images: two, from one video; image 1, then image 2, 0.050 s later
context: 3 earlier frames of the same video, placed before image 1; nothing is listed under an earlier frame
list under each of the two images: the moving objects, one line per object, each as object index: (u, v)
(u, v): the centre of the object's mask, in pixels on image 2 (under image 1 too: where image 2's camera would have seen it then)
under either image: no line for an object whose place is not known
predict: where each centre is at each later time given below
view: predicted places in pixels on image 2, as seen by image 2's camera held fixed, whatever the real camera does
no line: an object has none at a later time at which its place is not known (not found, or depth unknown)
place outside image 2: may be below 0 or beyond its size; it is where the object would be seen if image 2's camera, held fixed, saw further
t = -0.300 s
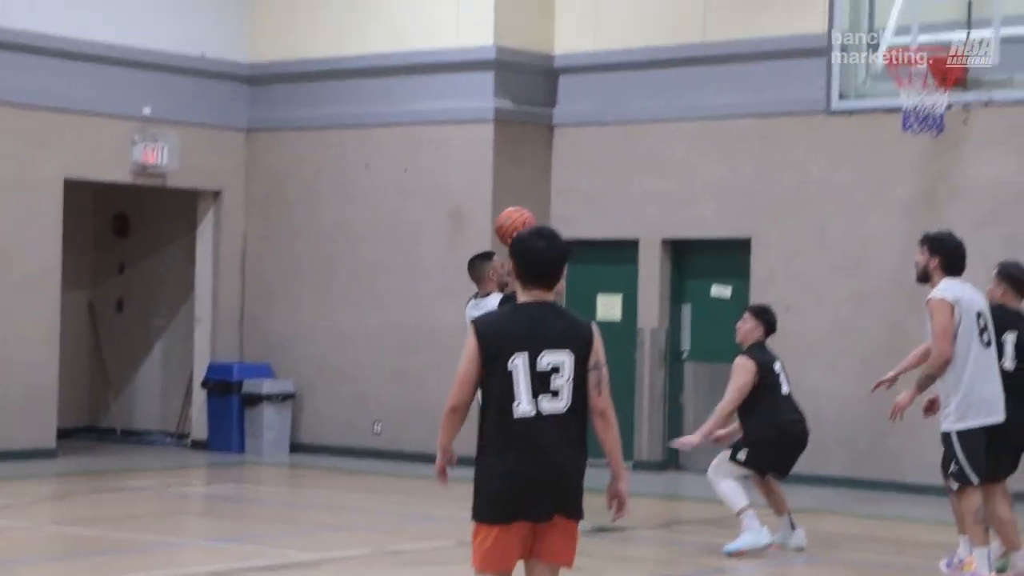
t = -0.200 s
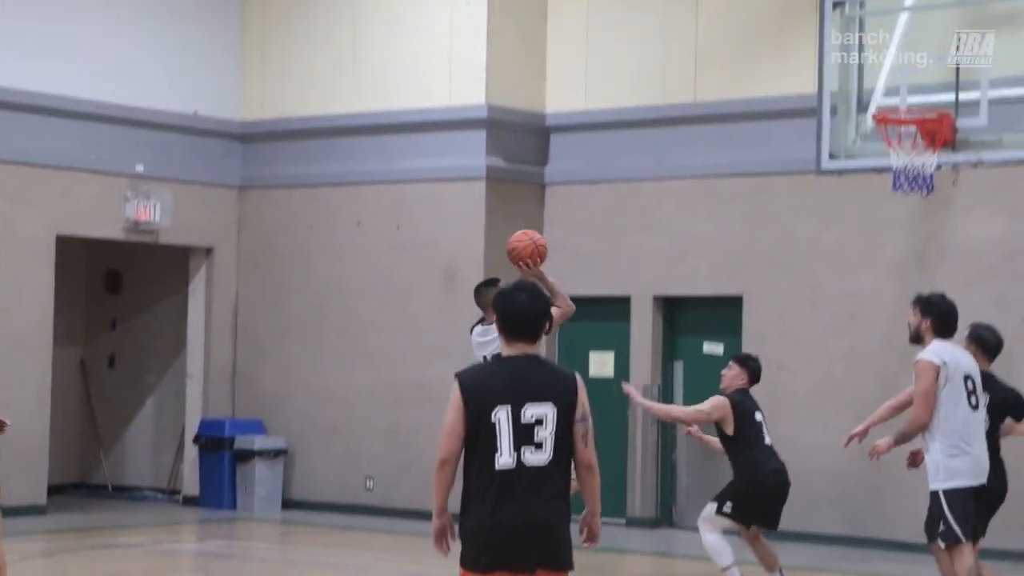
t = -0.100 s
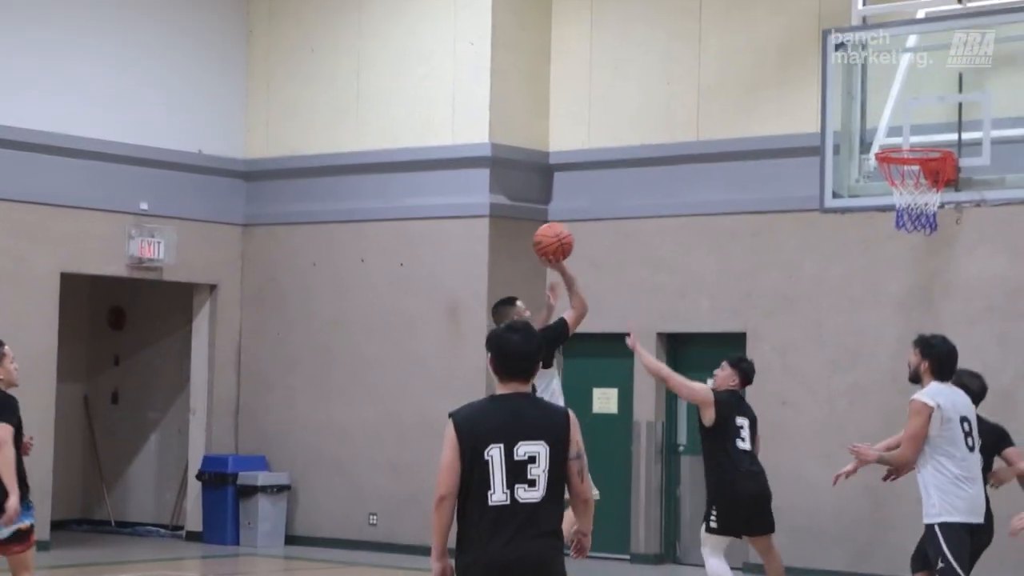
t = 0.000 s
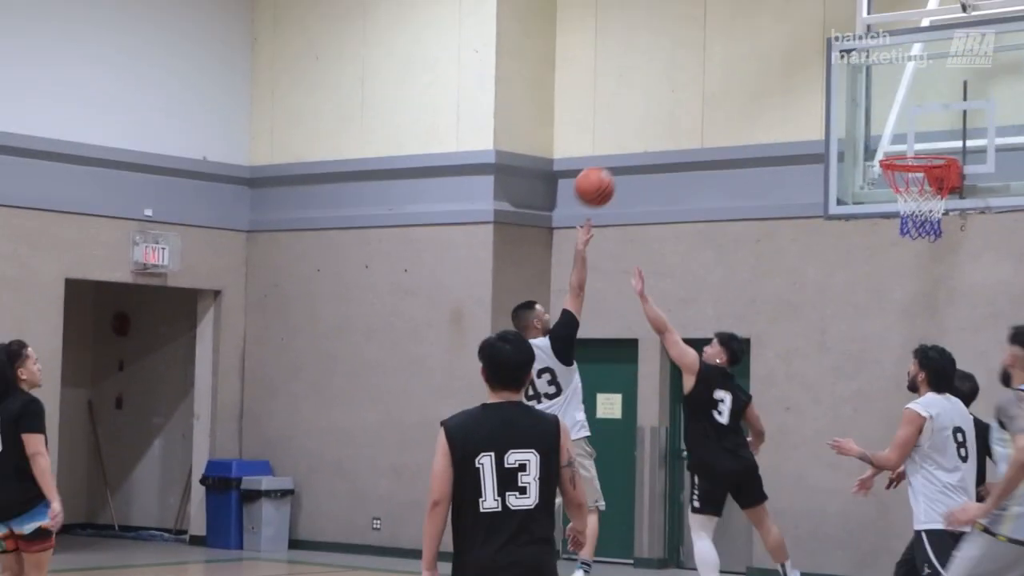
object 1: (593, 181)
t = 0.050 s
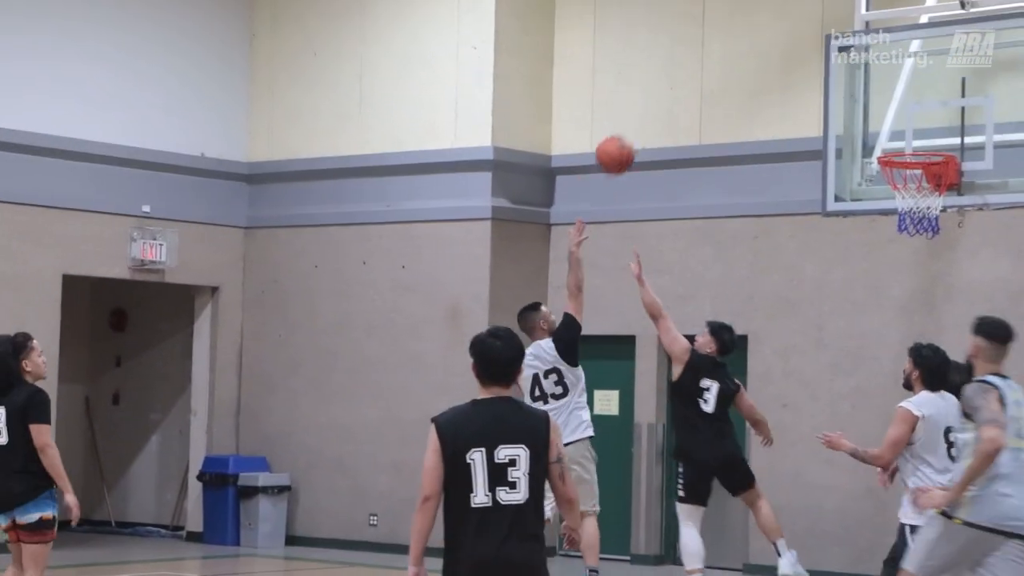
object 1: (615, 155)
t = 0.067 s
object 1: (622, 146)
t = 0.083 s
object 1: (630, 138)
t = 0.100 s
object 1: (637, 130)
